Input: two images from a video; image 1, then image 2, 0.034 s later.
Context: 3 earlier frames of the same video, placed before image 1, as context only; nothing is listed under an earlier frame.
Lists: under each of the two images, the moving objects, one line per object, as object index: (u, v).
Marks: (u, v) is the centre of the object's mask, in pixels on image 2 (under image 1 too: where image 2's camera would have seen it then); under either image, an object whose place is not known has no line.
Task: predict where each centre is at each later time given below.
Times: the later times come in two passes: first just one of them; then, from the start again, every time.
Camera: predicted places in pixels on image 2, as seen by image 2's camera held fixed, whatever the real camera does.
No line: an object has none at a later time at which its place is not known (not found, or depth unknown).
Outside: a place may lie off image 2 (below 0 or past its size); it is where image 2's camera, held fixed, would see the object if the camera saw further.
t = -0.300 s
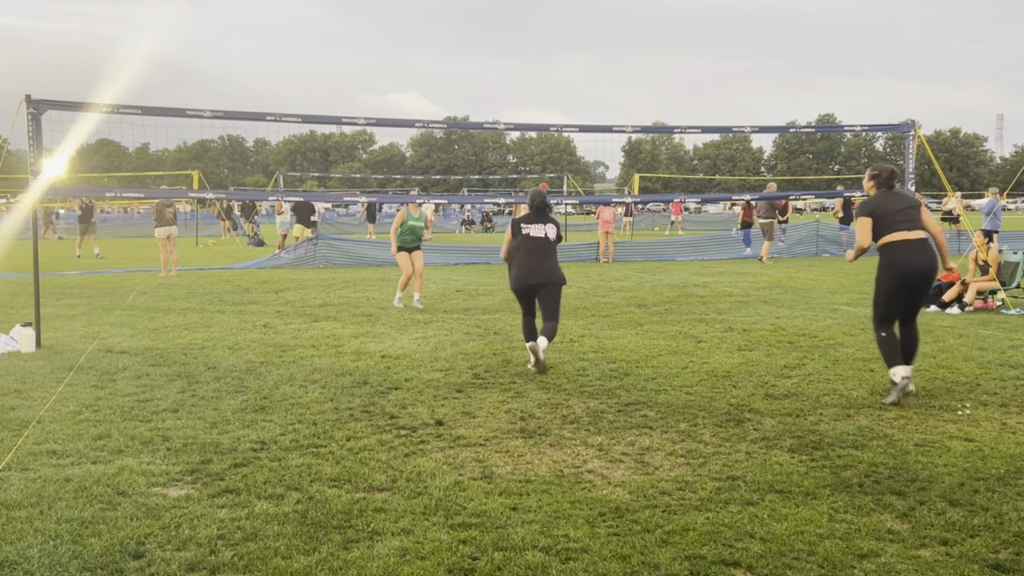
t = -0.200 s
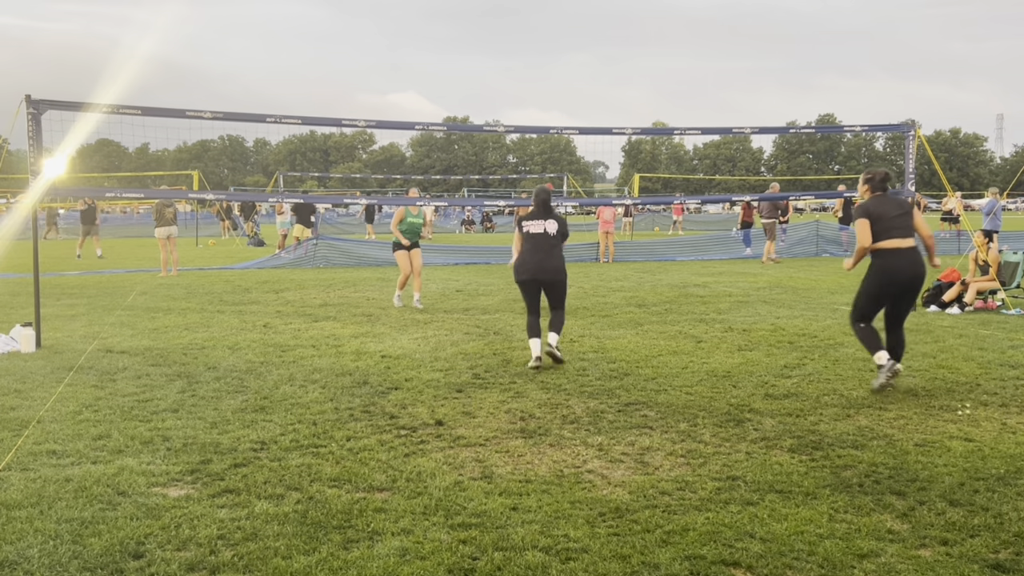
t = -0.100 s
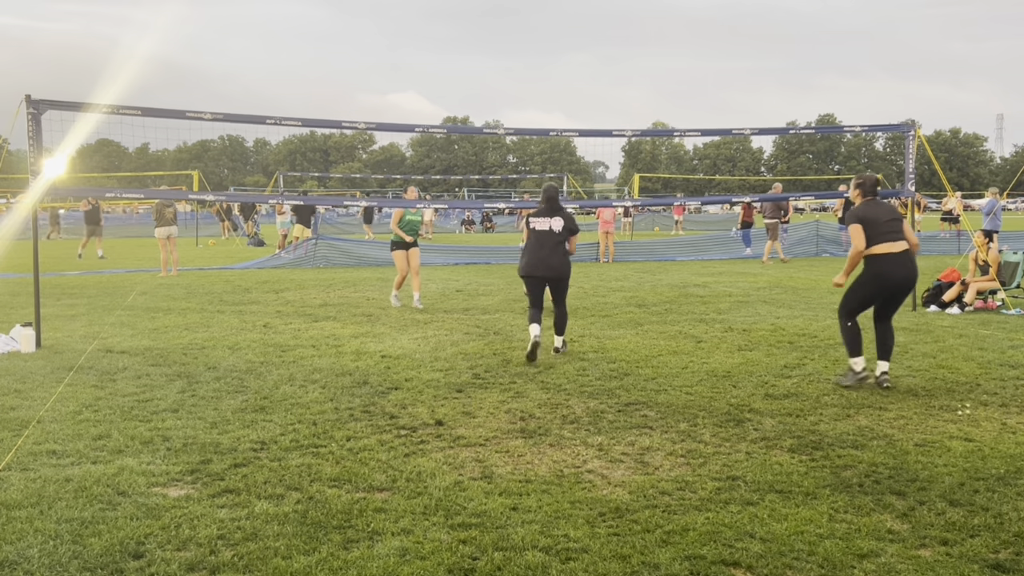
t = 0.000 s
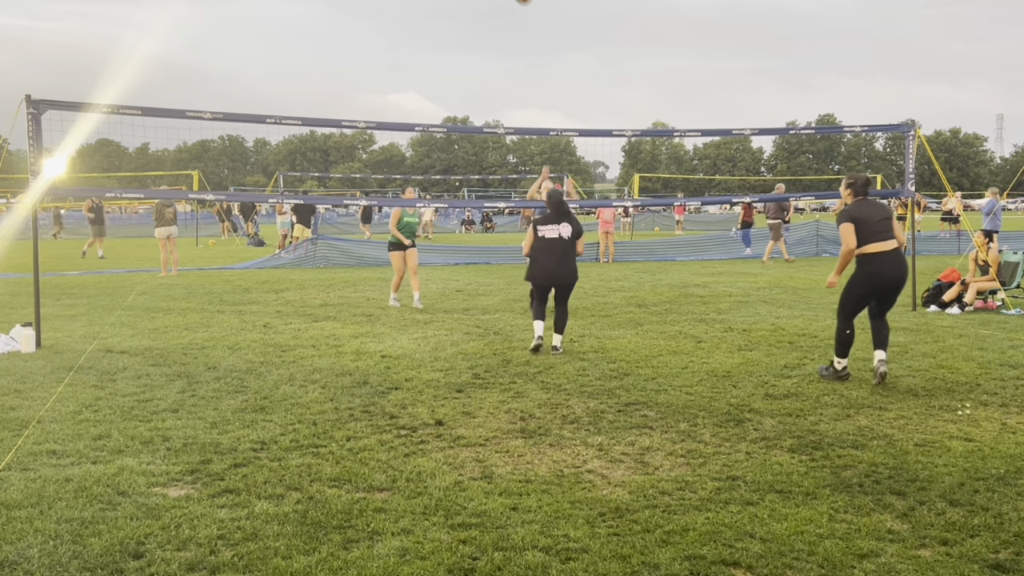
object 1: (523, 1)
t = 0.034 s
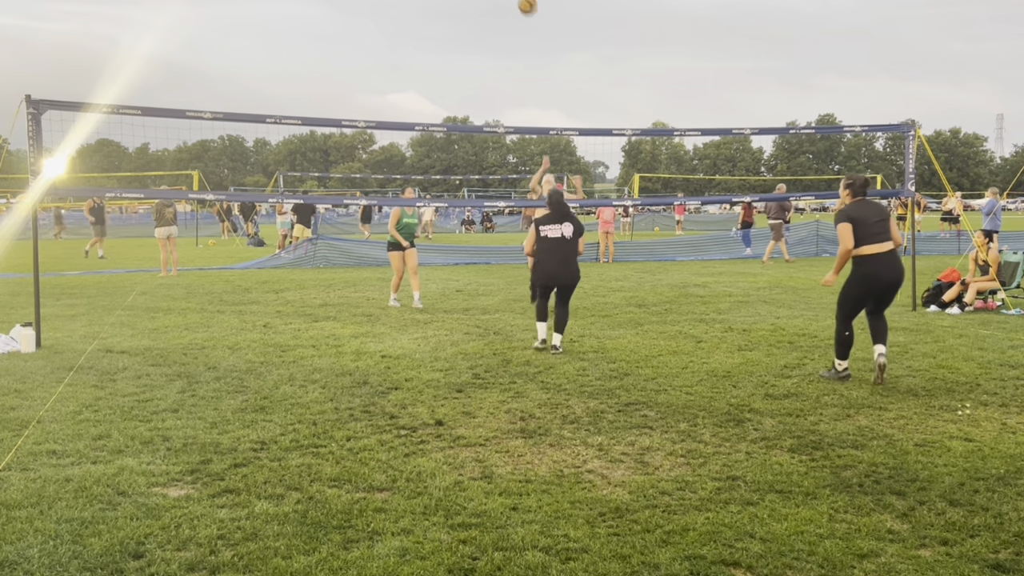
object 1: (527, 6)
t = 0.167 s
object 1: (545, 60)
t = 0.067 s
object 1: (532, 17)
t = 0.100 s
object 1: (536, 30)
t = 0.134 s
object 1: (540, 44)
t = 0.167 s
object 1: (545, 60)
